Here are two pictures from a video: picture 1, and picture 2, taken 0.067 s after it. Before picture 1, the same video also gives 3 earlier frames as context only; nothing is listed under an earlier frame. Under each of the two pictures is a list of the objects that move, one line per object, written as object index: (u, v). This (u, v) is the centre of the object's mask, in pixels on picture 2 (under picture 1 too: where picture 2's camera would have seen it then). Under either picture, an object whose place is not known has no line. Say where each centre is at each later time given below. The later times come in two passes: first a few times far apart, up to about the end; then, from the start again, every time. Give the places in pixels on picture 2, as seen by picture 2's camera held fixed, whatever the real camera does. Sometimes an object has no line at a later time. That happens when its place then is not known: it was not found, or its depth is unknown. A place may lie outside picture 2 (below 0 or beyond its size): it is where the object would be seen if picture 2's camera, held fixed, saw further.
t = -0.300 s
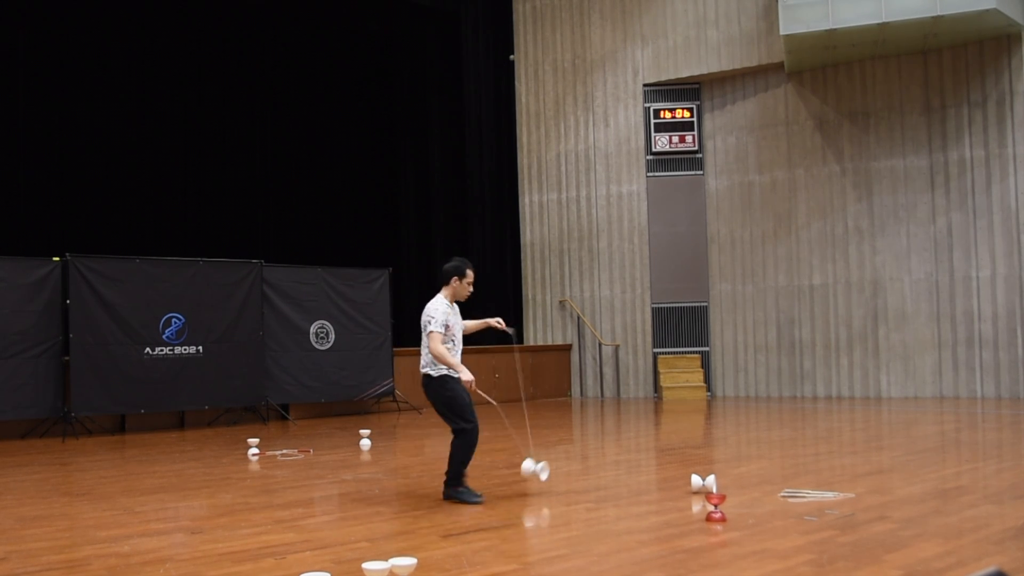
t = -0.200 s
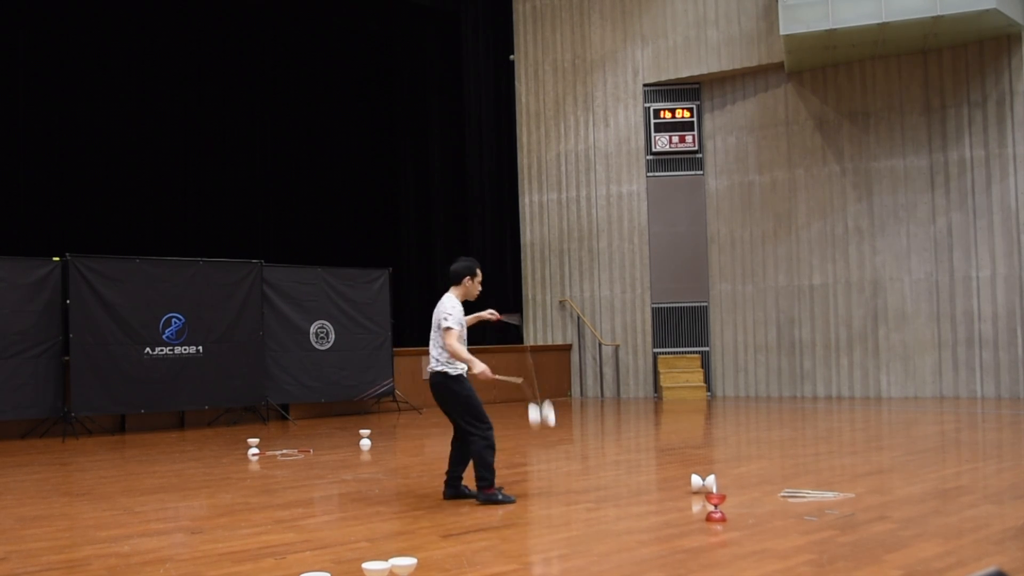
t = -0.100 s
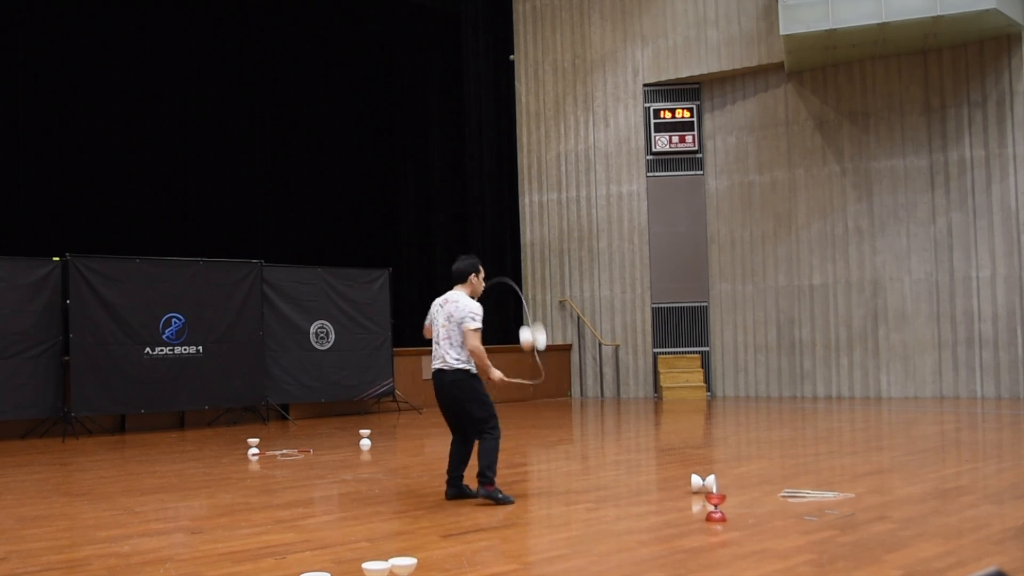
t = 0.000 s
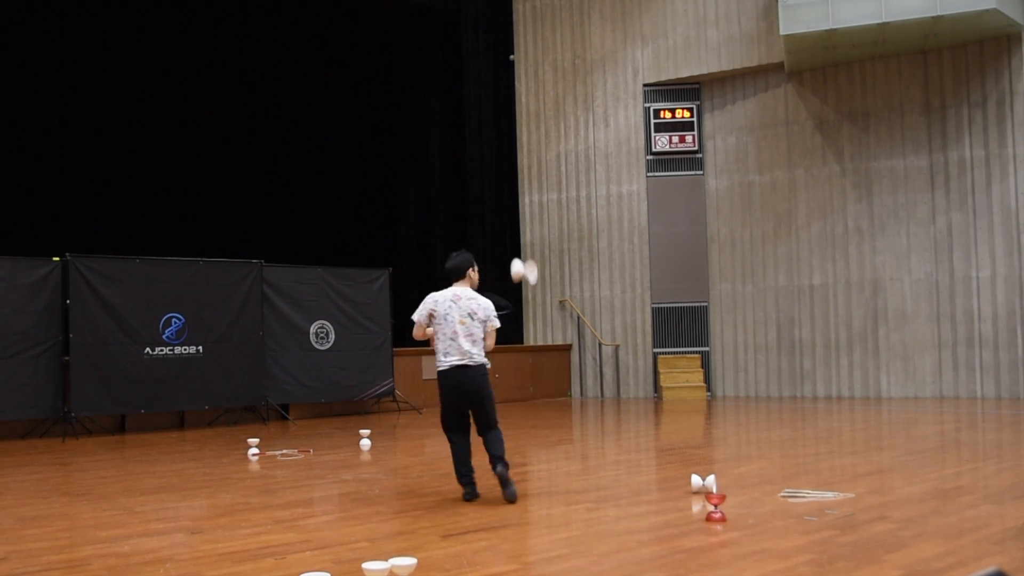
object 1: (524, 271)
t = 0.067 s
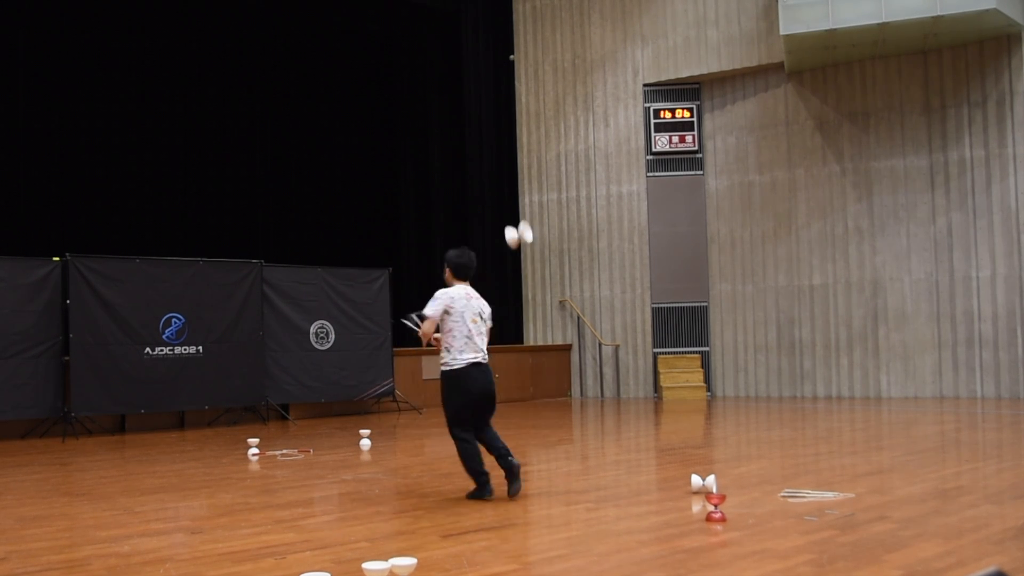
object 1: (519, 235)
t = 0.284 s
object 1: (502, 155)
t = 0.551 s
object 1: (483, 144)
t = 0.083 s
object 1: (517, 226)
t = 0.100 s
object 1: (516, 218)
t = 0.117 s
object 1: (514, 210)
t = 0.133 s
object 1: (513, 203)
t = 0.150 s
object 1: (512, 196)
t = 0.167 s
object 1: (511, 190)
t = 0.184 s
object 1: (509, 184)
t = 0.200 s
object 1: (508, 178)
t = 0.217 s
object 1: (506, 173)
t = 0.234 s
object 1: (505, 168)
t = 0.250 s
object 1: (504, 163)
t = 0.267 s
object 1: (503, 159)
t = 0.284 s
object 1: (502, 155)
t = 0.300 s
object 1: (501, 151)
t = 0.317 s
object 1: (499, 148)
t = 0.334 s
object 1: (498, 145)
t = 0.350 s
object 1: (496, 143)
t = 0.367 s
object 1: (495, 141)
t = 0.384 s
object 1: (494, 140)
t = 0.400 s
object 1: (493, 138)
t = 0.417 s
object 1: (492, 137)
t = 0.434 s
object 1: (491, 137)
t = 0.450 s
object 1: (490, 137)
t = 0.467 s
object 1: (488, 137)
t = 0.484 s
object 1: (487, 138)
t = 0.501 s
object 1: (486, 139)
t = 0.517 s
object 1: (485, 140)
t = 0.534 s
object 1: (484, 142)
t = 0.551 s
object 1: (483, 144)
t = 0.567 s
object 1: (482, 147)
